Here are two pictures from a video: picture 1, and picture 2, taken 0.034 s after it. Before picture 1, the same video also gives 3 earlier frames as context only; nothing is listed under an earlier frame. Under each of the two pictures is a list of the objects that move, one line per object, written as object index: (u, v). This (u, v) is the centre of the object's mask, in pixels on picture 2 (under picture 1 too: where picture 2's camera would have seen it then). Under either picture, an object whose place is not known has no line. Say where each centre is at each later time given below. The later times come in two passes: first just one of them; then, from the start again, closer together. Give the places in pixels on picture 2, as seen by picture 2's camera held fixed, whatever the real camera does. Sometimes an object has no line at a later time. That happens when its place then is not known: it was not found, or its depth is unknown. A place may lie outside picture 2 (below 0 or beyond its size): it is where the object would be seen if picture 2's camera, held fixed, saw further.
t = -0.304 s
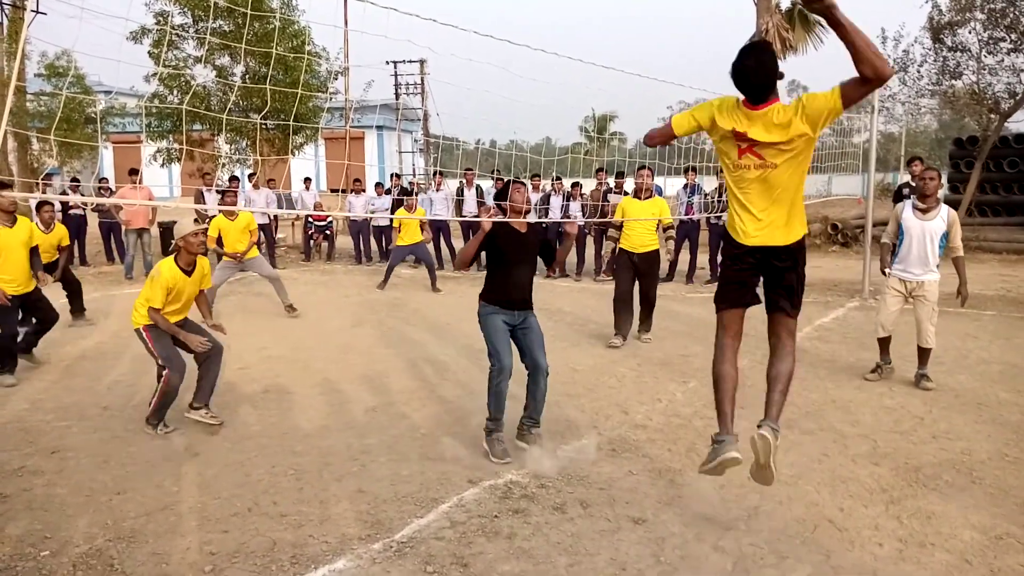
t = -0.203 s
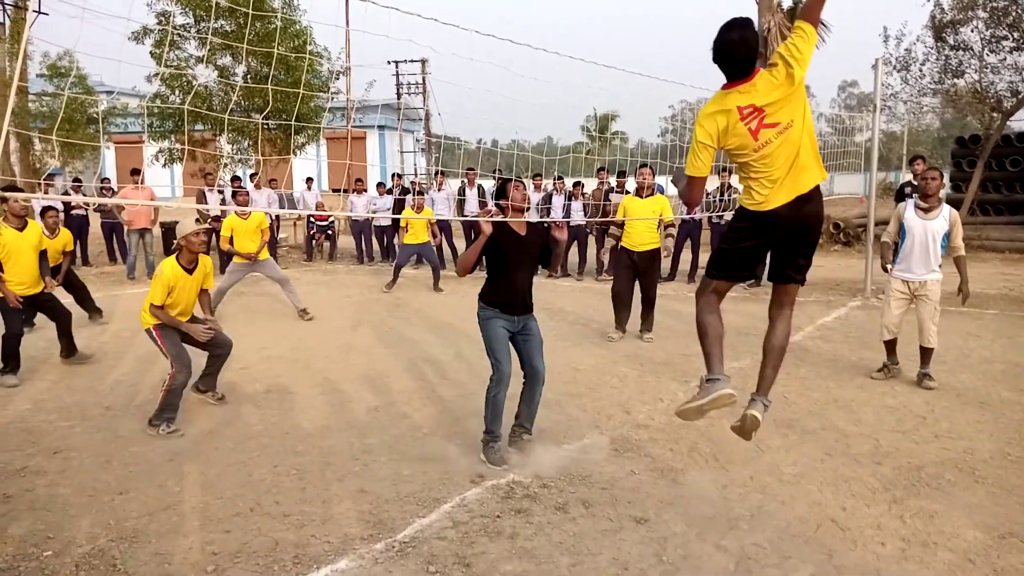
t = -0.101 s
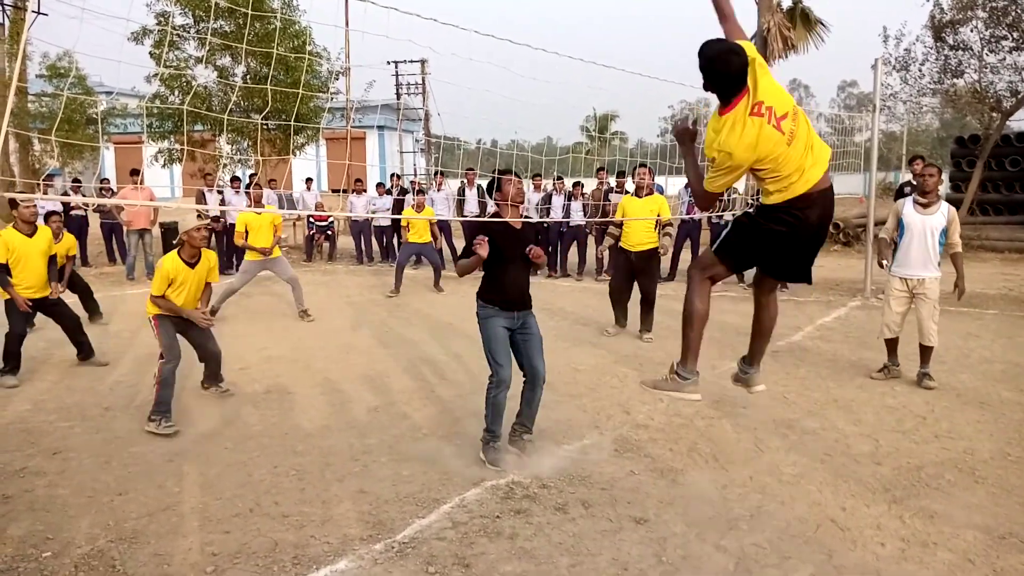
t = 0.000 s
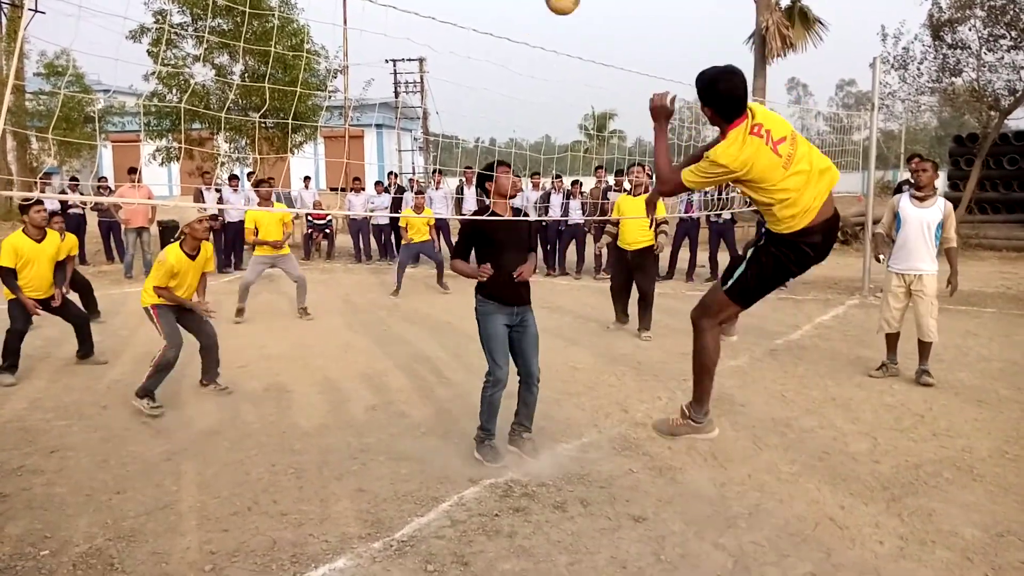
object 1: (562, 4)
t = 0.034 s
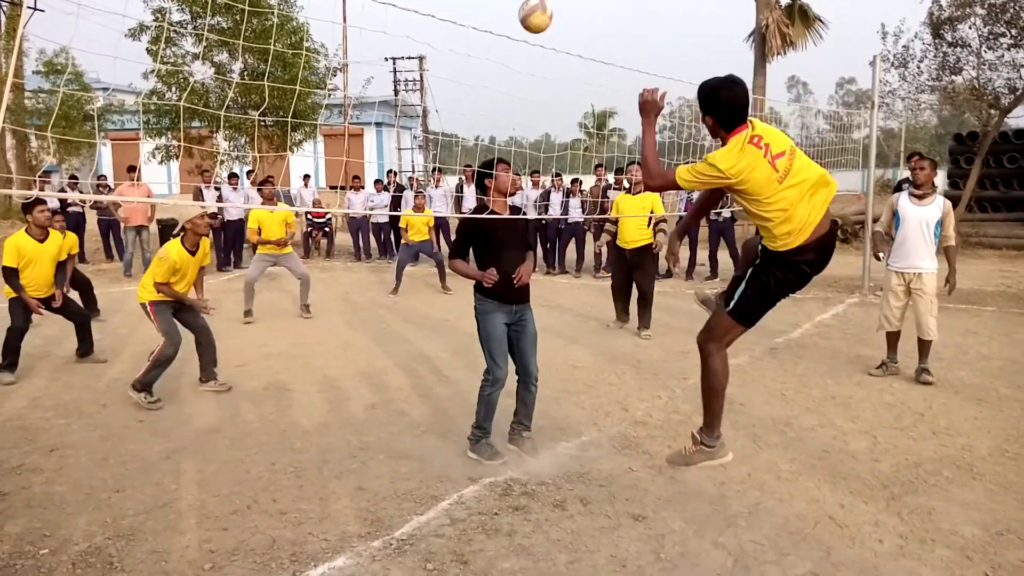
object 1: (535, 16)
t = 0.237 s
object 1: (433, 129)
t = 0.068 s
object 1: (512, 36)
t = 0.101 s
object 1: (492, 56)
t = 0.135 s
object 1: (474, 75)
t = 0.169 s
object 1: (459, 94)
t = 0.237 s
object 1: (433, 129)
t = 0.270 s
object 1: (423, 146)
